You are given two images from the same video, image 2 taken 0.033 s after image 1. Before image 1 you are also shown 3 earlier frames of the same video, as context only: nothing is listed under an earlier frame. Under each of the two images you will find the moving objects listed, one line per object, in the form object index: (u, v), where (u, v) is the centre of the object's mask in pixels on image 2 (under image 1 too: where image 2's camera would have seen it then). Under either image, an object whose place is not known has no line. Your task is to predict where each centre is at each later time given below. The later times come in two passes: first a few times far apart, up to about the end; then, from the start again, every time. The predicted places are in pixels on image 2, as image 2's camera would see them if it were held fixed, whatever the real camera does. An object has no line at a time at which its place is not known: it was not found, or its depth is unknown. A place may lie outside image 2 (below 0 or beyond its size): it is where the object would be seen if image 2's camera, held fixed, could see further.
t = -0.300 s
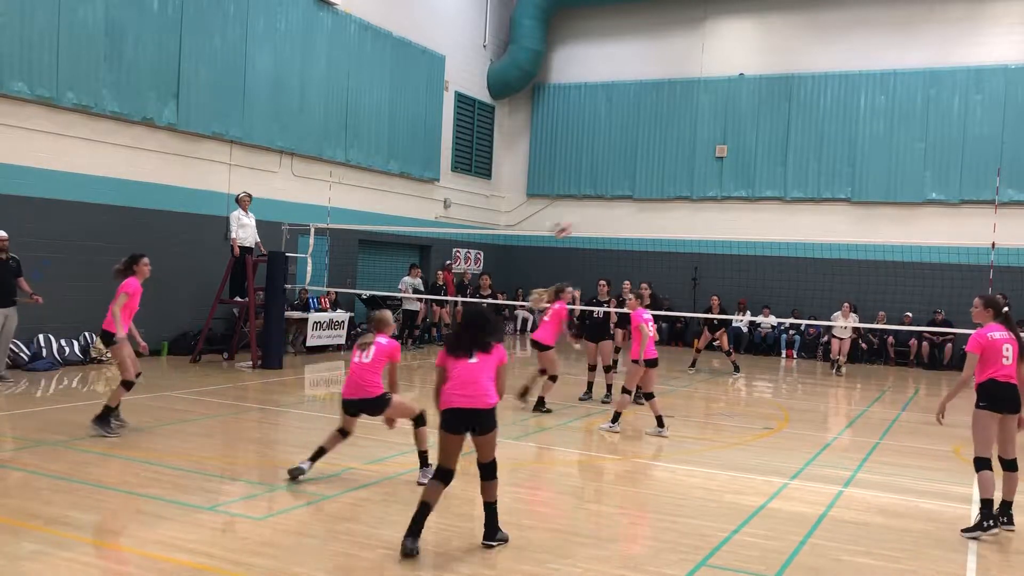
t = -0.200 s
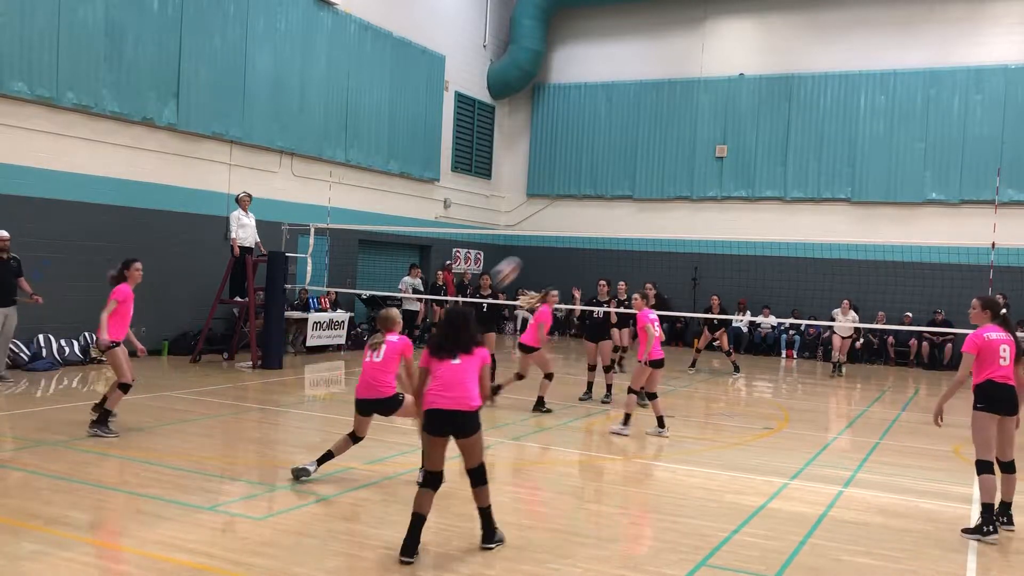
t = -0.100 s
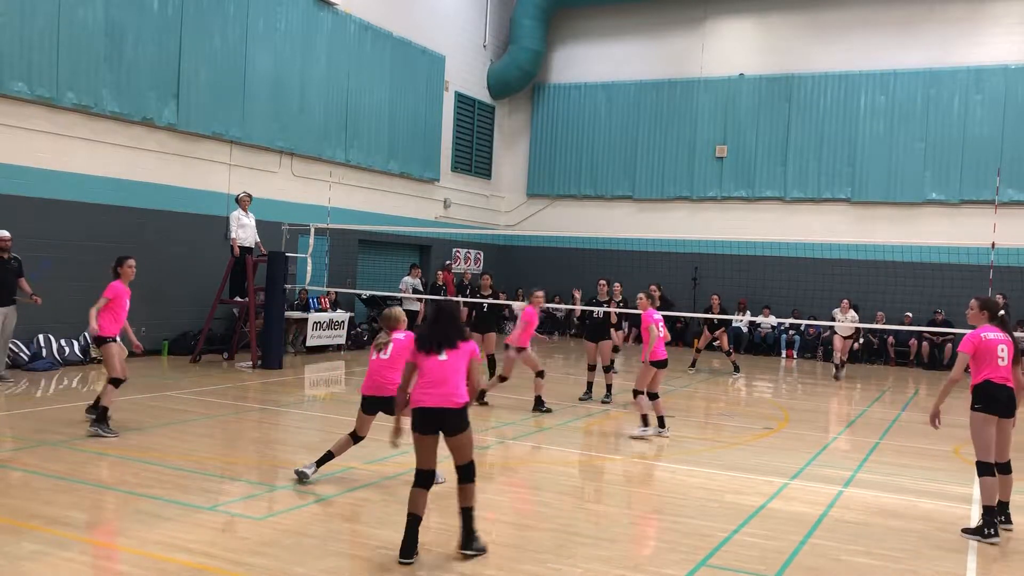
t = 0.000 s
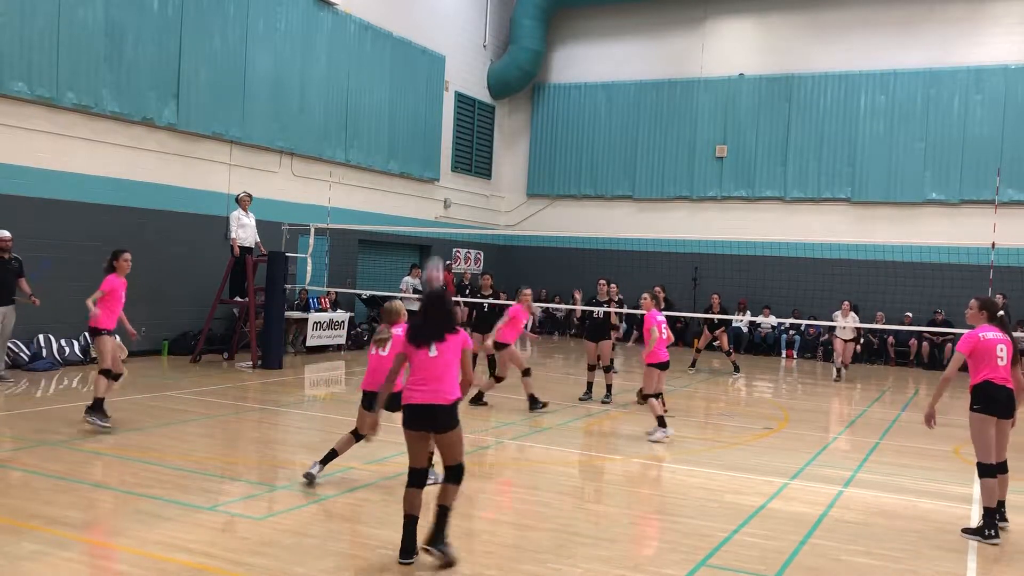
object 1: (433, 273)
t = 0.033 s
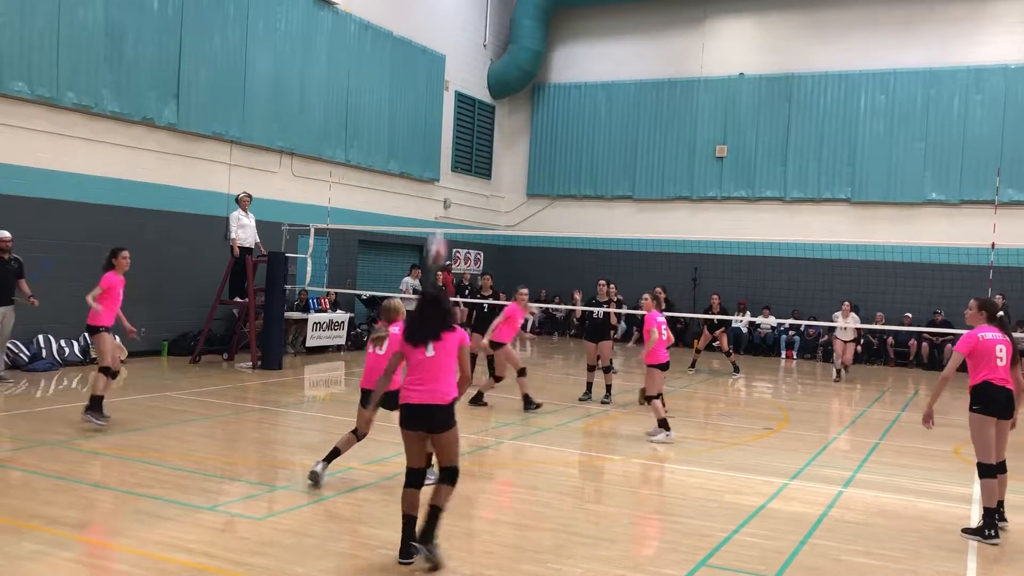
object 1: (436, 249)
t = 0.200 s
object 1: (448, 139)
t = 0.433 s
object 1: (457, 47)
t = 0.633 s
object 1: (462, 16)
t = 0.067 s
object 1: (435, 226)
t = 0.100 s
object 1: (436, 200)
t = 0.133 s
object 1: (444, 179)
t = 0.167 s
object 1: (445, 157)
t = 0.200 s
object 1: (448, 139)
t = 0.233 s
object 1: (450, 122)
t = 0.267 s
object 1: (450, 107)
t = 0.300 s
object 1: (453, 90)
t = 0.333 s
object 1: (454, 77)
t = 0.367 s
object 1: (455, 66)
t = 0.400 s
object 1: (456, 55)
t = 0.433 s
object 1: (457, 47)
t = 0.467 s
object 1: (458, 38)
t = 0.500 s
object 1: (459, 31)
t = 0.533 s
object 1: (460, 25)
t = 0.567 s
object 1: (461, 21)
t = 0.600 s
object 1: (461, 18)
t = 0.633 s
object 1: (462, 16)
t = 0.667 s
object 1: (462, 15)
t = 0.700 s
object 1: (463, 15)
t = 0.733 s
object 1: (464, 17)
